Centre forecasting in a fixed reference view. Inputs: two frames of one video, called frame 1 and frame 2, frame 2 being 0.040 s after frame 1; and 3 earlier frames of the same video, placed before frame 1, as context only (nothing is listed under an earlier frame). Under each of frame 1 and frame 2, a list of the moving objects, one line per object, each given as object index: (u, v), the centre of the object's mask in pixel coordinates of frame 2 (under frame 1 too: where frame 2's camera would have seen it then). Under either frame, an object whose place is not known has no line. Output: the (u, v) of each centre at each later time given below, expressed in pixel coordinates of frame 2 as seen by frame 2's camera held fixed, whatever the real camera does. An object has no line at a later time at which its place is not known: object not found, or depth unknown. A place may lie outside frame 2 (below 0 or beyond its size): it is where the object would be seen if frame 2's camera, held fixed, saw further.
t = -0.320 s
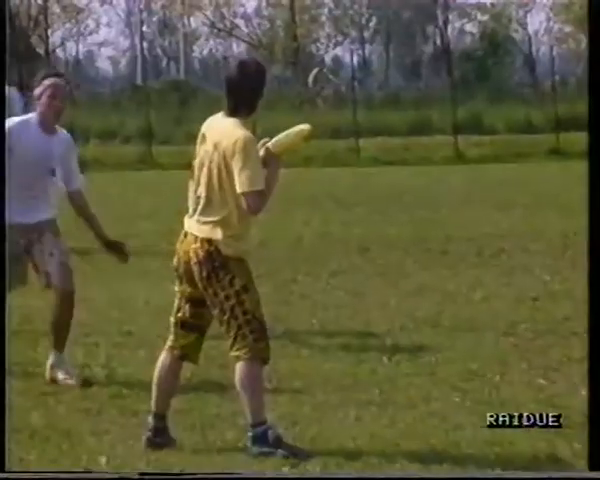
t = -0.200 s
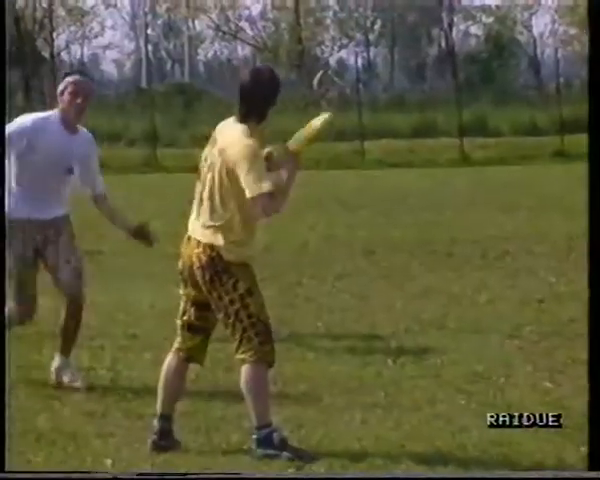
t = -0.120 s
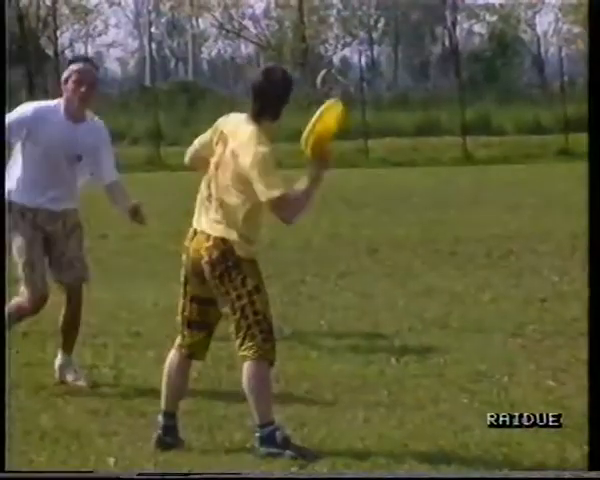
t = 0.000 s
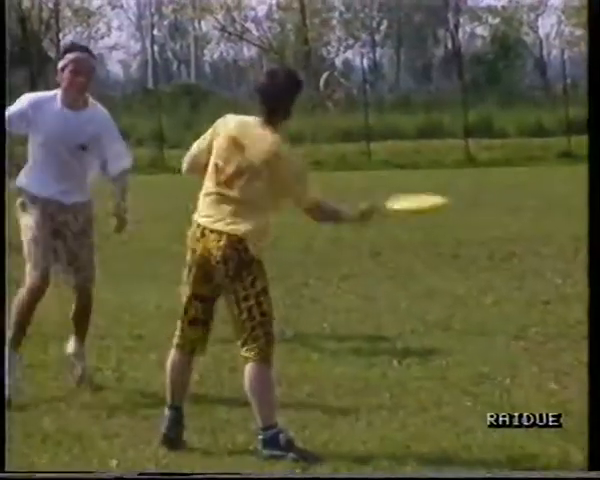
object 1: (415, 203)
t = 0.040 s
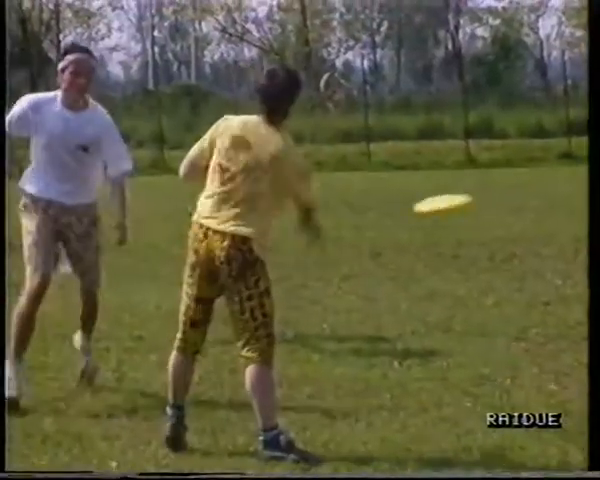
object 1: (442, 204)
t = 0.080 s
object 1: (464, 198)
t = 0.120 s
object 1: (482, 189)
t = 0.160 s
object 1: (497, 180)
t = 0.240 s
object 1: (526, 159)
